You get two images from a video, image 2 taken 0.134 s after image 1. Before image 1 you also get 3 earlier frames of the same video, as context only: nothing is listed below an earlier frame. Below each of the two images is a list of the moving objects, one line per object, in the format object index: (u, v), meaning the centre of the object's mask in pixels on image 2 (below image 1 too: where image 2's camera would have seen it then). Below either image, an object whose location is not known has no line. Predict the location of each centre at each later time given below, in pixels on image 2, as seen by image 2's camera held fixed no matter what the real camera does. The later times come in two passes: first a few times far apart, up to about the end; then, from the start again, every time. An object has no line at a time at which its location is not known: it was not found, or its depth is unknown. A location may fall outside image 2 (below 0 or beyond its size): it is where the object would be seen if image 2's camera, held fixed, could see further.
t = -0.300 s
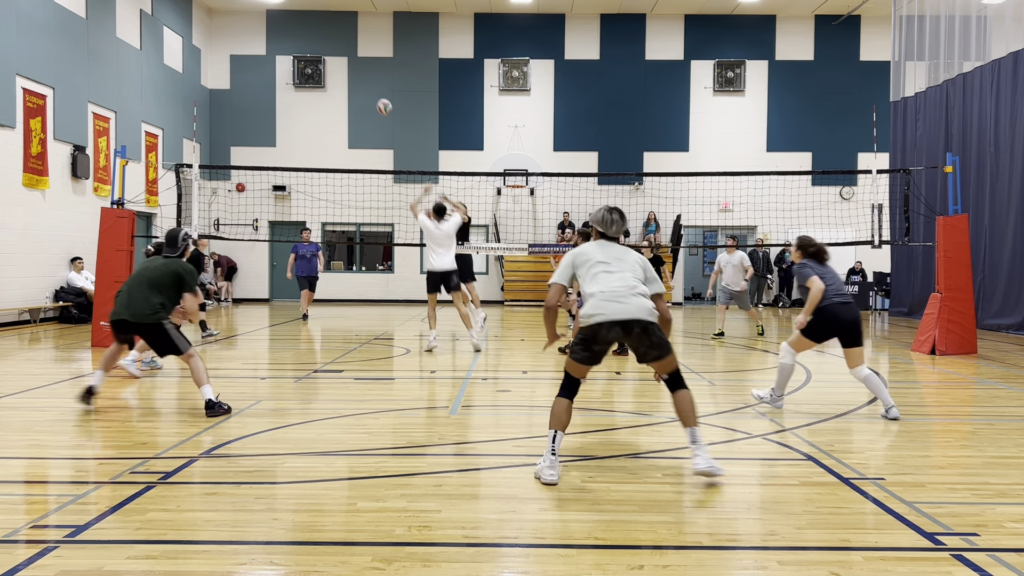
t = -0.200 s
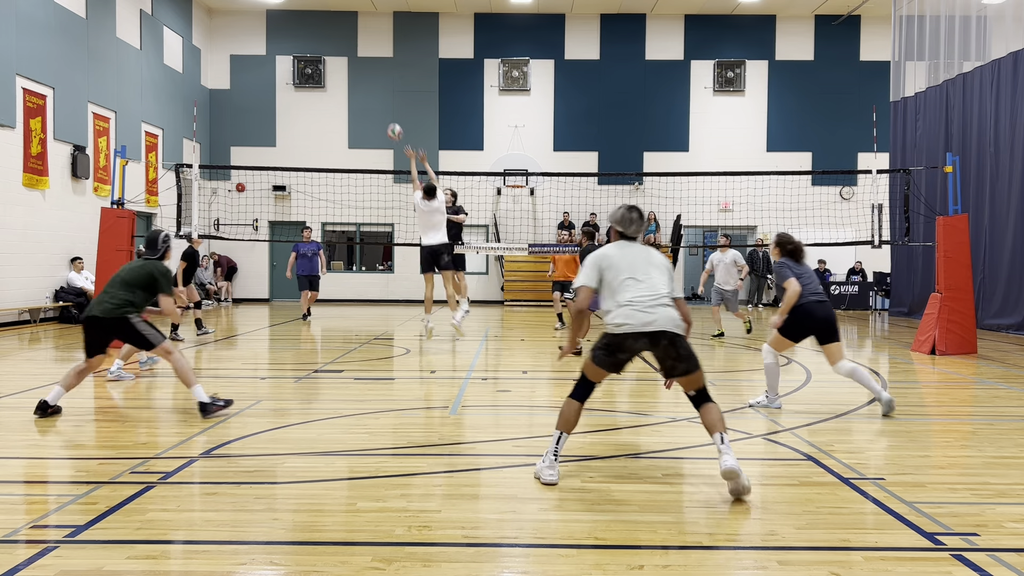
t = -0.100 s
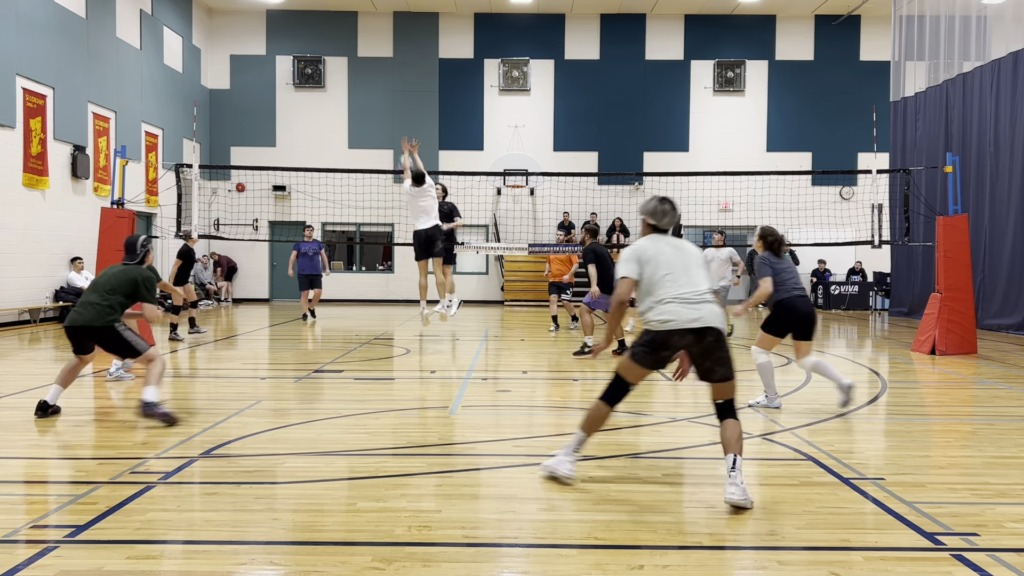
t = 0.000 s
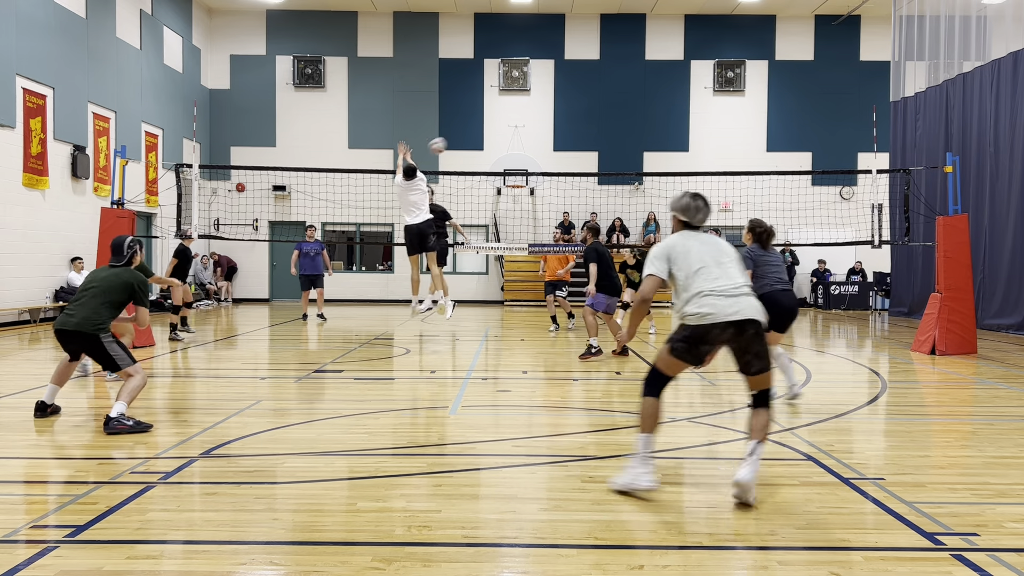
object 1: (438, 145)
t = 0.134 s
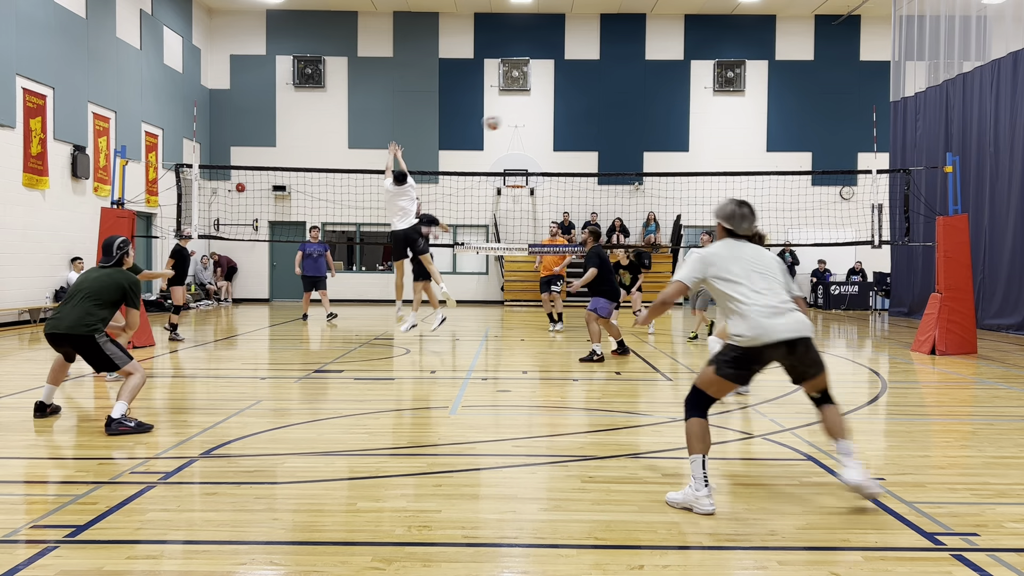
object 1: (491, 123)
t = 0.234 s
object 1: (539, 113)
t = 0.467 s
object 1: (678, 126)
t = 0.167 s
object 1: (507, 119)
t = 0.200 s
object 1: (523, 115)
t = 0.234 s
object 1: (539, 113)
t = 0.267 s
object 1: (559, 111)
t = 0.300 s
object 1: (575, 110)
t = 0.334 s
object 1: (594, 111)
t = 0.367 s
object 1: (615, 113)
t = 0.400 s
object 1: (635, 116)
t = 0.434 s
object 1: (657, 121)
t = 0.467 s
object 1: (678, 126)
